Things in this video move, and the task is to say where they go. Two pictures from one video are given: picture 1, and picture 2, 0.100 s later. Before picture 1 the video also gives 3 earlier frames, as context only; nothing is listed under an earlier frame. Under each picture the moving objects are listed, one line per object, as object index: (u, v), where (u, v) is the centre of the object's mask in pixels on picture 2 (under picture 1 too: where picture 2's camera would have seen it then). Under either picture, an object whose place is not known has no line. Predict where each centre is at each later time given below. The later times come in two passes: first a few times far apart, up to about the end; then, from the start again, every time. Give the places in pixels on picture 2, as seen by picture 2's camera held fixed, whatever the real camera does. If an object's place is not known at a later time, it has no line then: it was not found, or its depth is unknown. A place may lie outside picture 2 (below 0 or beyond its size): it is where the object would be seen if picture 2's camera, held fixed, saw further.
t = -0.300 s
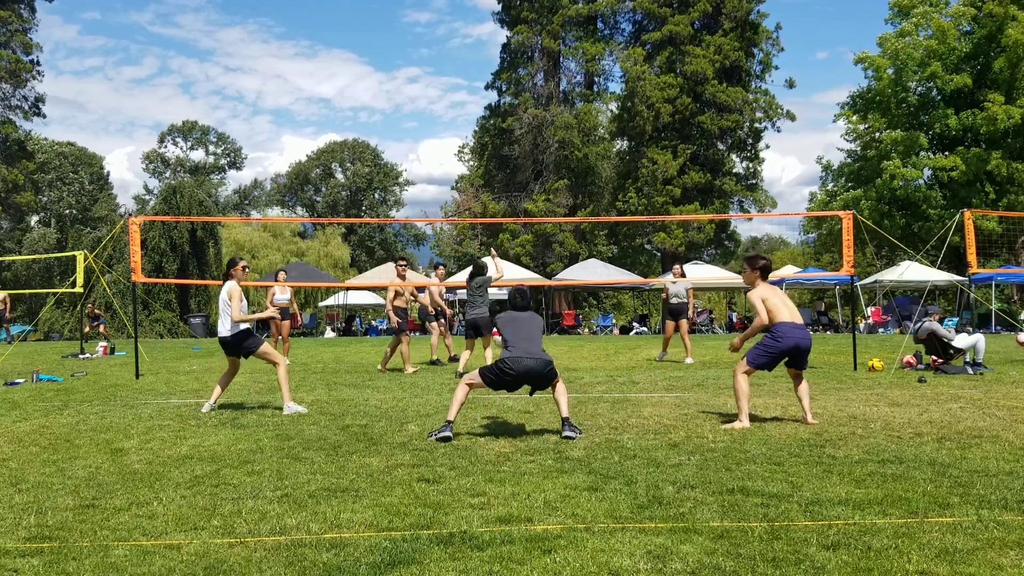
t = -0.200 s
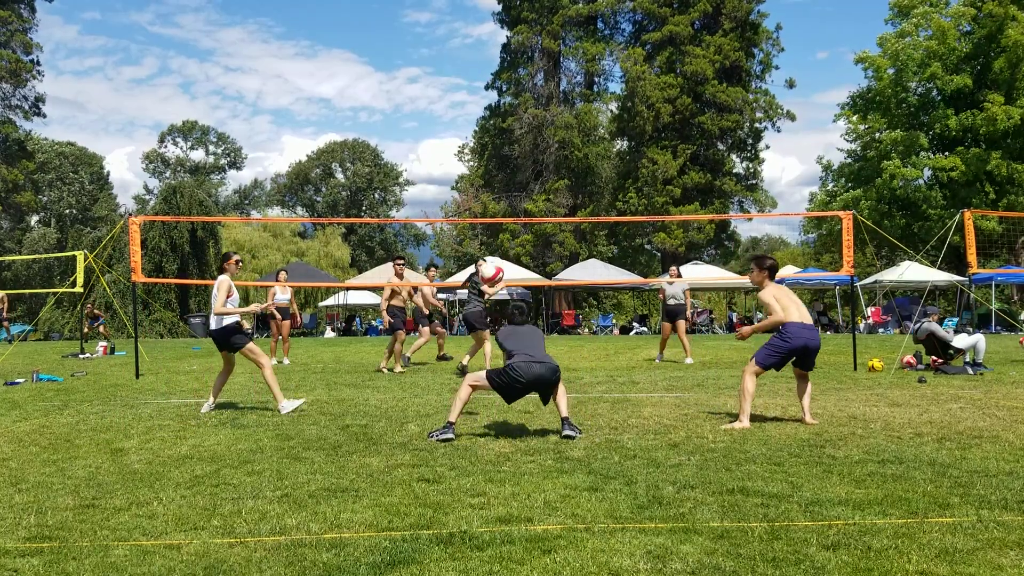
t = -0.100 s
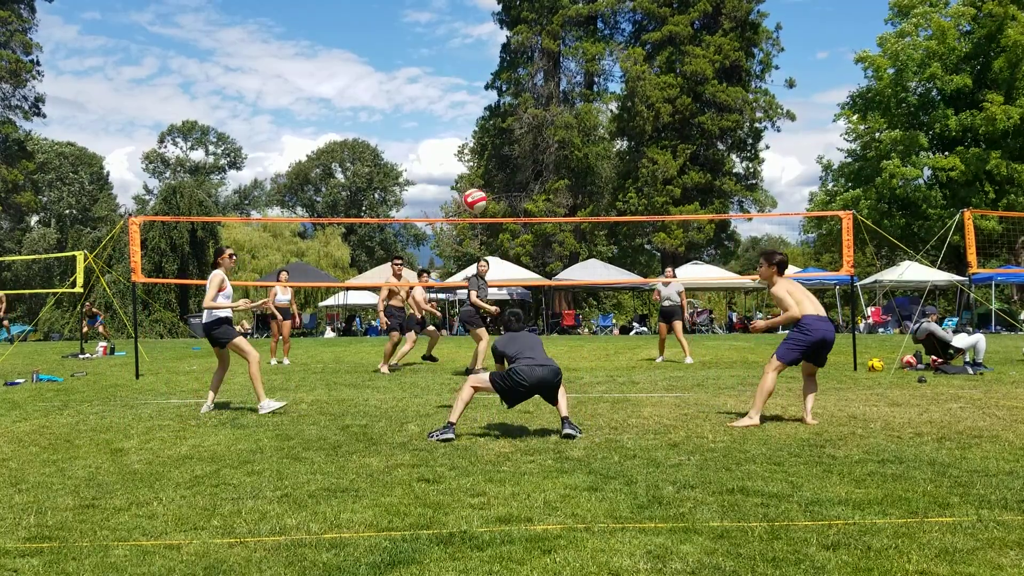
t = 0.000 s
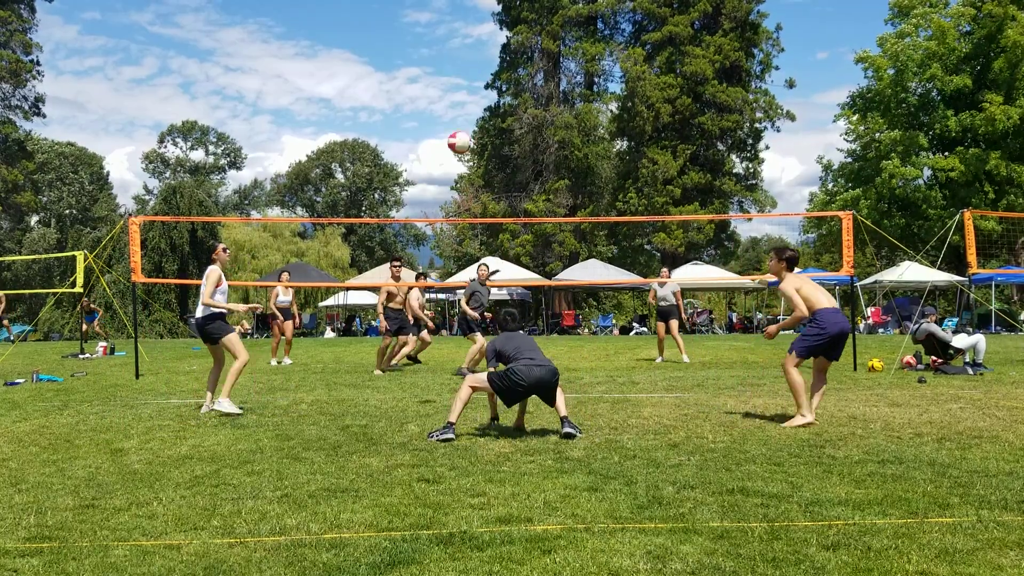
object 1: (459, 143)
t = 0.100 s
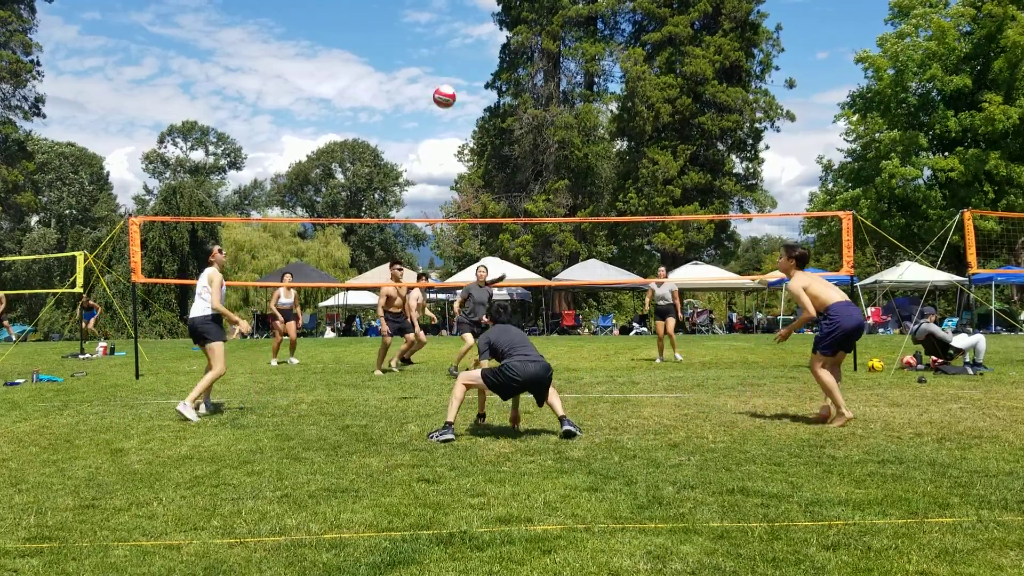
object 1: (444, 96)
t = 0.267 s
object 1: (421, 45)
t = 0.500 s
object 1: (392, 24)
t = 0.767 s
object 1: (362, 64)
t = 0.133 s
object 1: (440, 84)
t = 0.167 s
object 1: (435, 72)
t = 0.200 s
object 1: (430, 62)
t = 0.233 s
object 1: (426, 53)
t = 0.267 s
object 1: (421, 45)
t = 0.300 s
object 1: (417, 39)
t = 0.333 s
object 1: (413, 33)
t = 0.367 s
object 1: (408, 29)
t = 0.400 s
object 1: (404, 26)
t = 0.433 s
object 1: (400, 24)
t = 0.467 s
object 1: (396, 24)
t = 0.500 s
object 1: (392, 24)
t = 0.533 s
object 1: (388, 25)
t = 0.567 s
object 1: (384, 28)
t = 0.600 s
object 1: (380, 31)
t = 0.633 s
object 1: (377, 36)
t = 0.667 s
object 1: (373, 42)
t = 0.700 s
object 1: (369, 48)
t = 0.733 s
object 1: (366, 56)
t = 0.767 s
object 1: (362, 64)
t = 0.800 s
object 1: (359, 74)
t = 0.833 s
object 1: (356, 85)
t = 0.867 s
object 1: (352, 96)
